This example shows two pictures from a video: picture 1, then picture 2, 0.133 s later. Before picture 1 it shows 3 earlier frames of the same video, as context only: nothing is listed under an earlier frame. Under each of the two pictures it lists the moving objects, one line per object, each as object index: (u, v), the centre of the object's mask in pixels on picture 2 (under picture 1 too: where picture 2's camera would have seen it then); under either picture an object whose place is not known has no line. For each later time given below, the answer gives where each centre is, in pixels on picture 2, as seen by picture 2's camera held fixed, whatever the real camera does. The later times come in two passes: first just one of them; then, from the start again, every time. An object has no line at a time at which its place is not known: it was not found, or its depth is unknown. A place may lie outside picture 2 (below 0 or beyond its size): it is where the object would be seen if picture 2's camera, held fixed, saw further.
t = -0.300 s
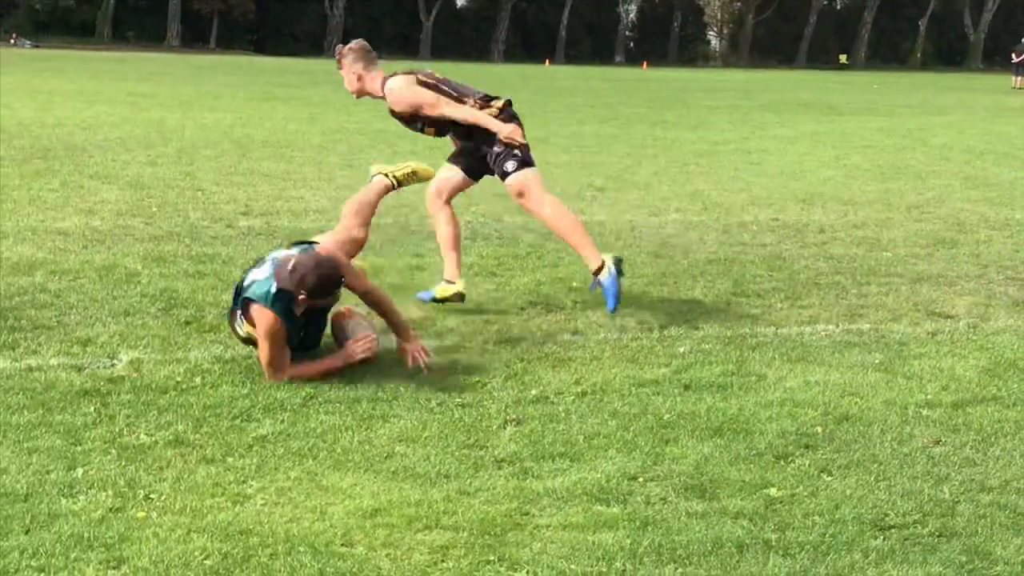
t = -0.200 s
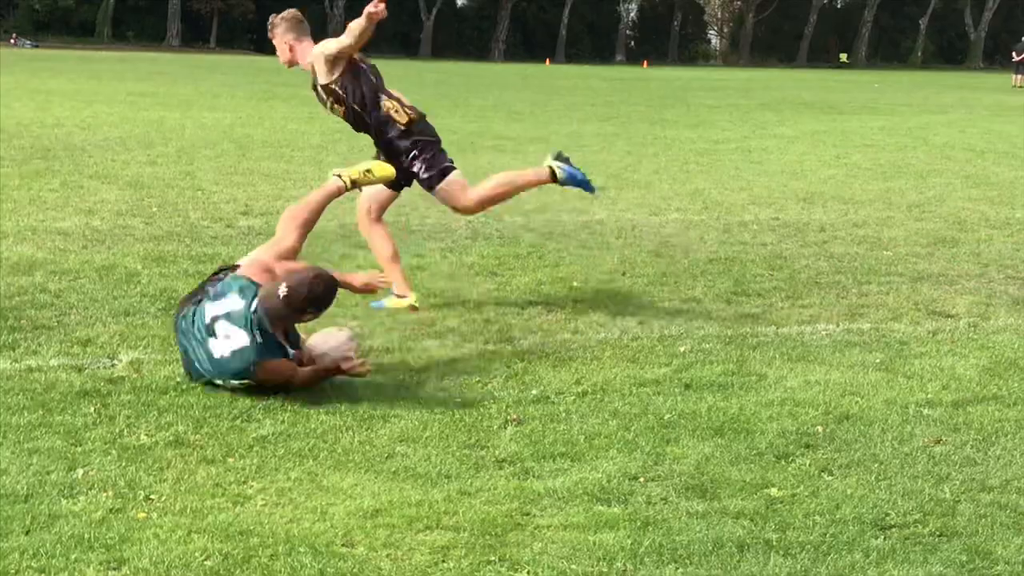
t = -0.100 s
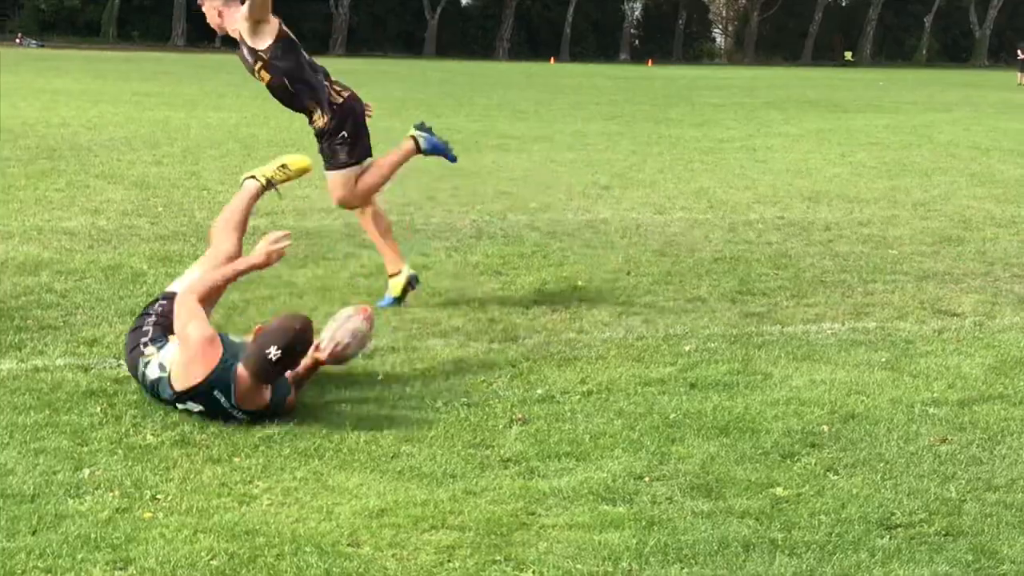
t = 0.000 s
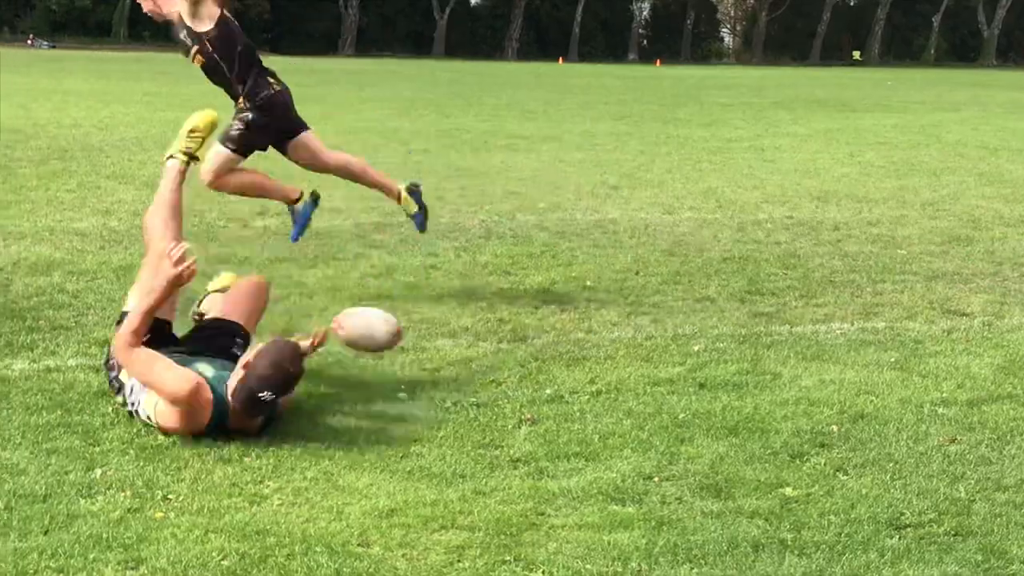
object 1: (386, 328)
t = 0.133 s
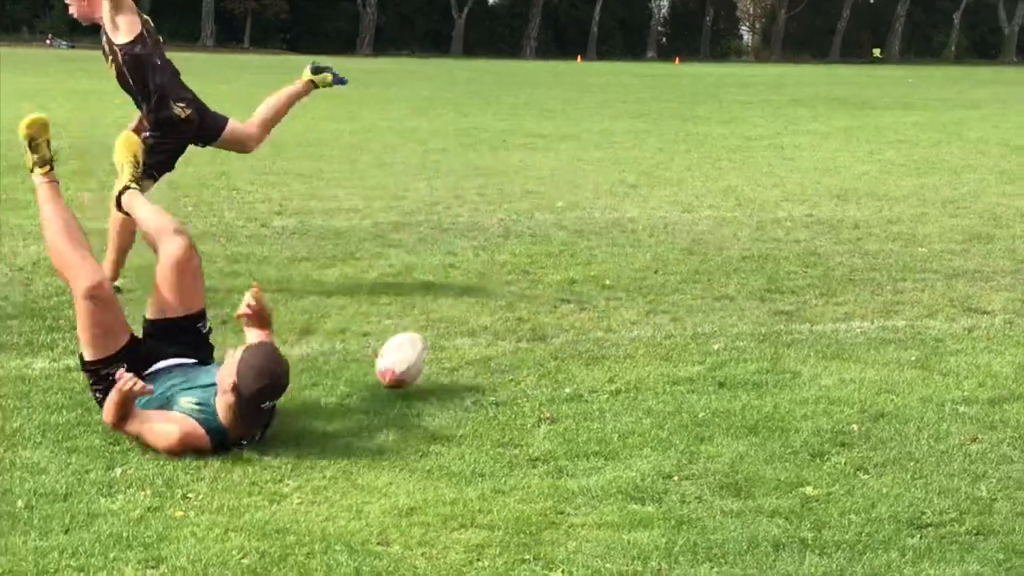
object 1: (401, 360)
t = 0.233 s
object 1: (421, 367)
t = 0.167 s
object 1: (406, 374)
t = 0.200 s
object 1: (412, 373)
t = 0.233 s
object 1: (421, 367)
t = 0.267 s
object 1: (431, 364)
